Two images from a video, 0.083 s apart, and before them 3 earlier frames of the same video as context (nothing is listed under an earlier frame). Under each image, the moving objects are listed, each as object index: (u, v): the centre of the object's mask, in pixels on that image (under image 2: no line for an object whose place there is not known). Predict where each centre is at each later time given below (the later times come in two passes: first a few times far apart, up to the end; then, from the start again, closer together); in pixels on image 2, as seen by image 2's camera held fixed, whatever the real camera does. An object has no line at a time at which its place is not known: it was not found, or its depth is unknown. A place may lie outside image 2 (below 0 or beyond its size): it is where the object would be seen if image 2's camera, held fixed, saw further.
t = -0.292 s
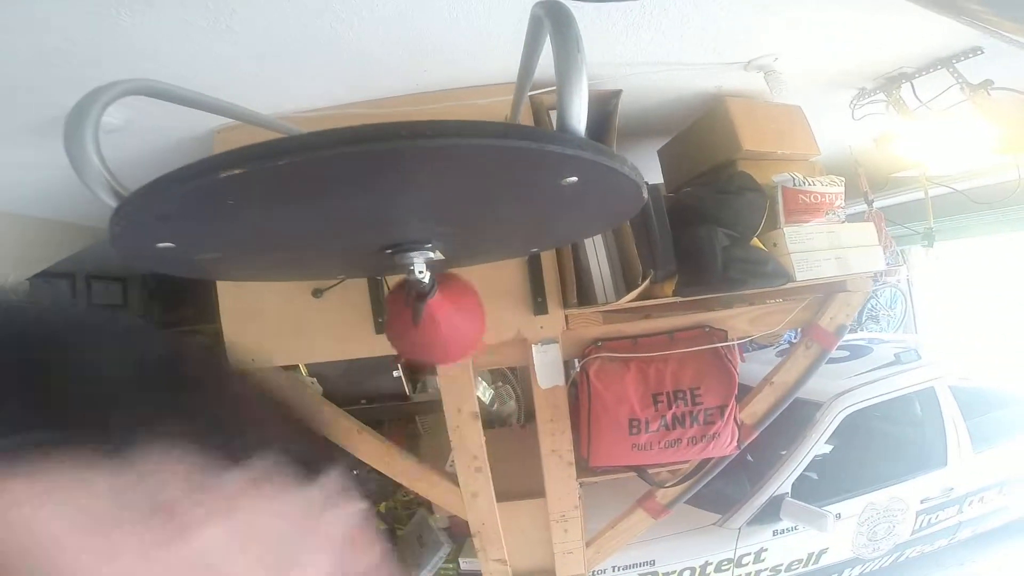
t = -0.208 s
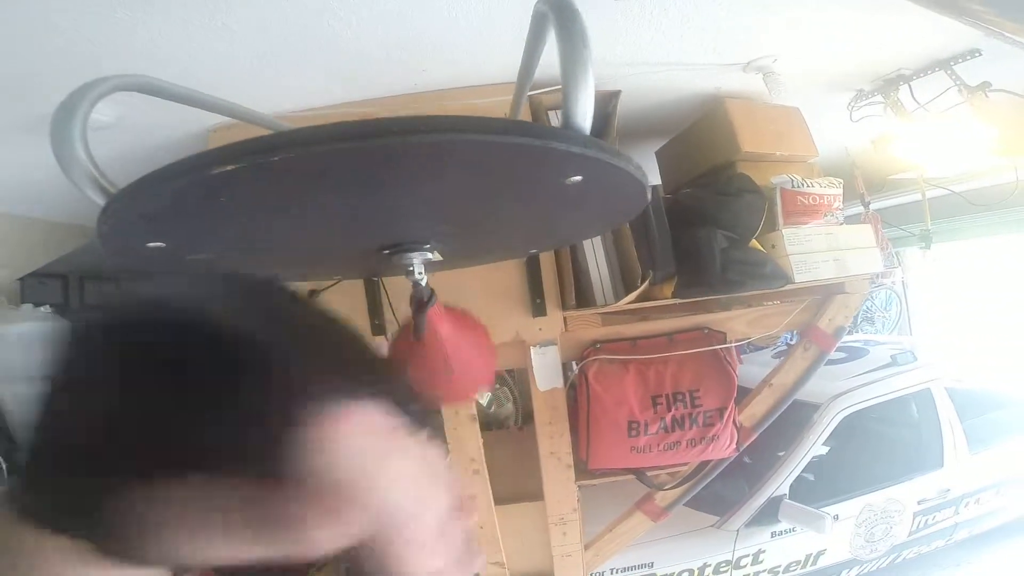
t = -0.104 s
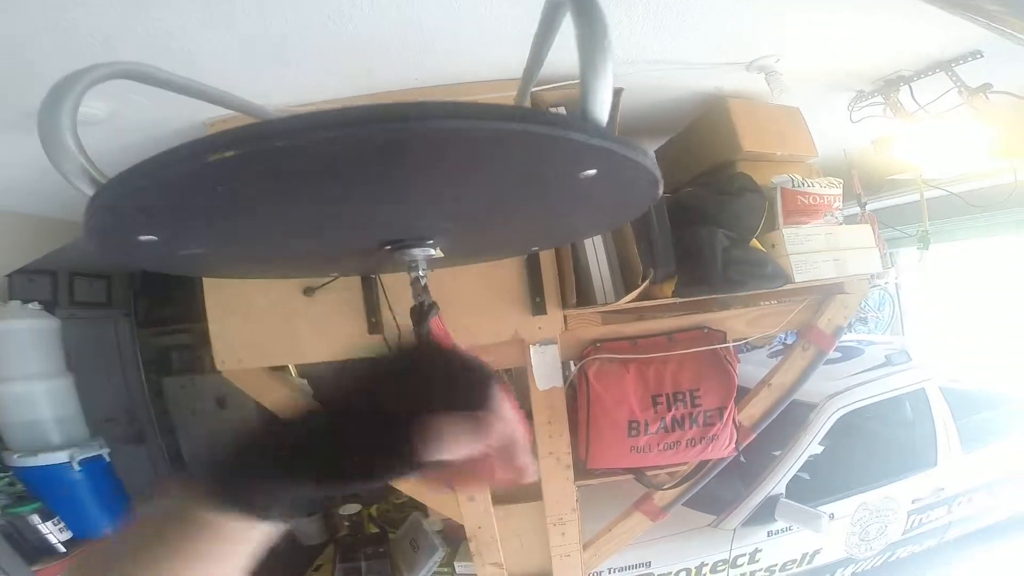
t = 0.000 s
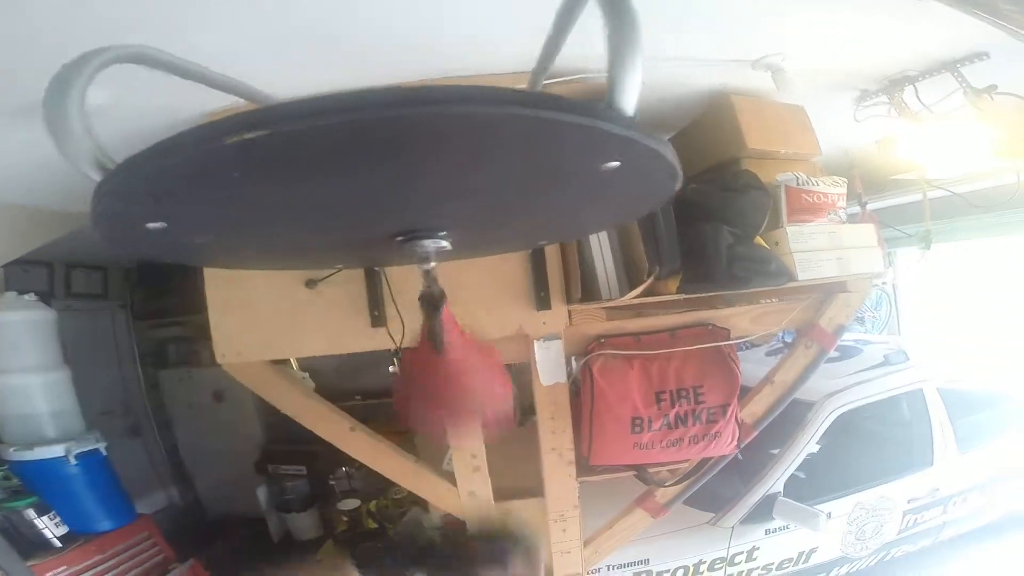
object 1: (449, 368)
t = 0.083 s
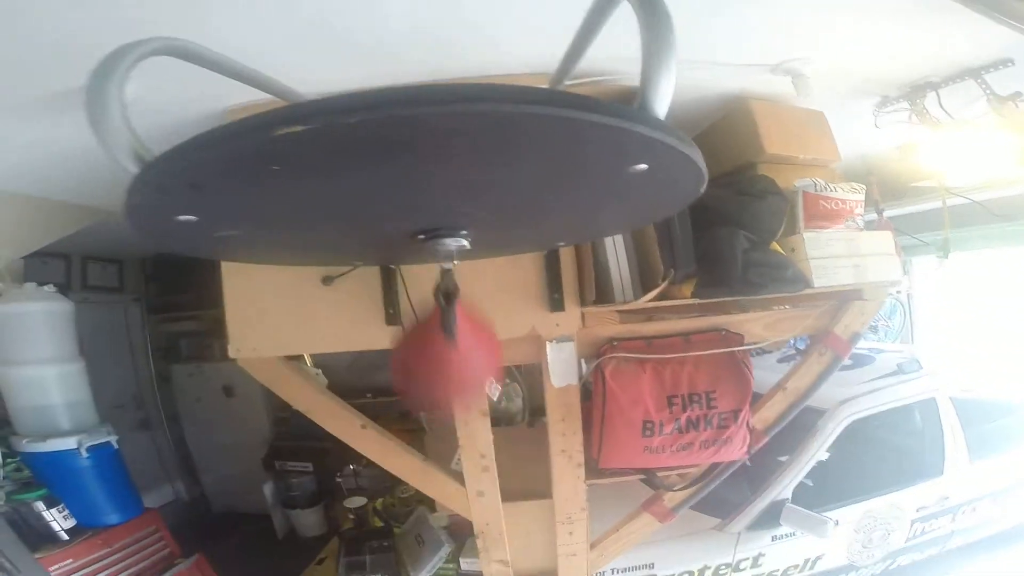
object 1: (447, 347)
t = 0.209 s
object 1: (480, 454)
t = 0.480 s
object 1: (458, 345)
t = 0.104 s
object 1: (451, 375)
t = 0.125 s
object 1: (456, 395)
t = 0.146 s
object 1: (458, 421)
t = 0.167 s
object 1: (462, 446)
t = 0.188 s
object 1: (468, 460)
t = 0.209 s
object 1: (480, 454)
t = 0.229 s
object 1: (495, 432)
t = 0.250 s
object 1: (505, 321)
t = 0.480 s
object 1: (458, 345)
